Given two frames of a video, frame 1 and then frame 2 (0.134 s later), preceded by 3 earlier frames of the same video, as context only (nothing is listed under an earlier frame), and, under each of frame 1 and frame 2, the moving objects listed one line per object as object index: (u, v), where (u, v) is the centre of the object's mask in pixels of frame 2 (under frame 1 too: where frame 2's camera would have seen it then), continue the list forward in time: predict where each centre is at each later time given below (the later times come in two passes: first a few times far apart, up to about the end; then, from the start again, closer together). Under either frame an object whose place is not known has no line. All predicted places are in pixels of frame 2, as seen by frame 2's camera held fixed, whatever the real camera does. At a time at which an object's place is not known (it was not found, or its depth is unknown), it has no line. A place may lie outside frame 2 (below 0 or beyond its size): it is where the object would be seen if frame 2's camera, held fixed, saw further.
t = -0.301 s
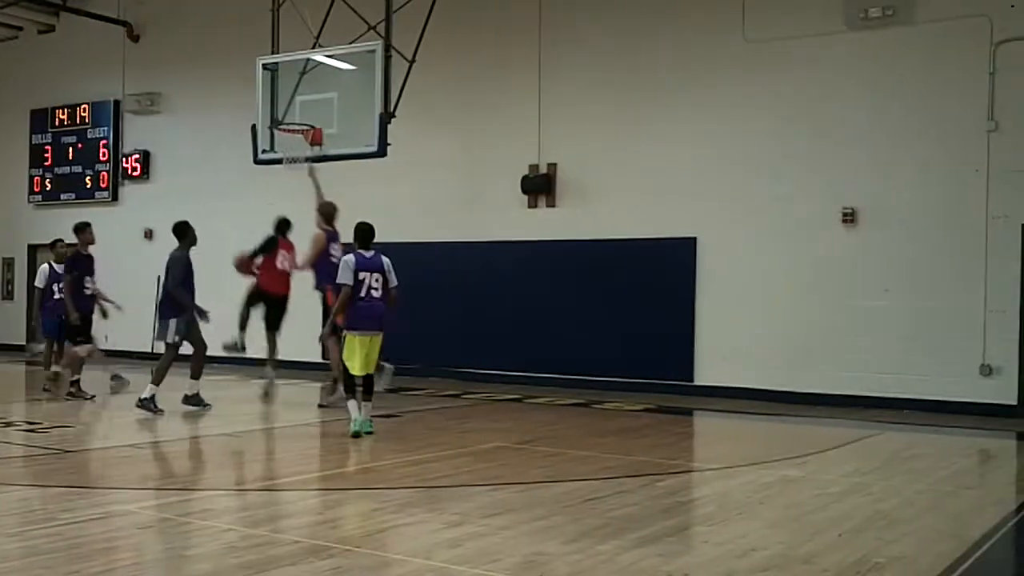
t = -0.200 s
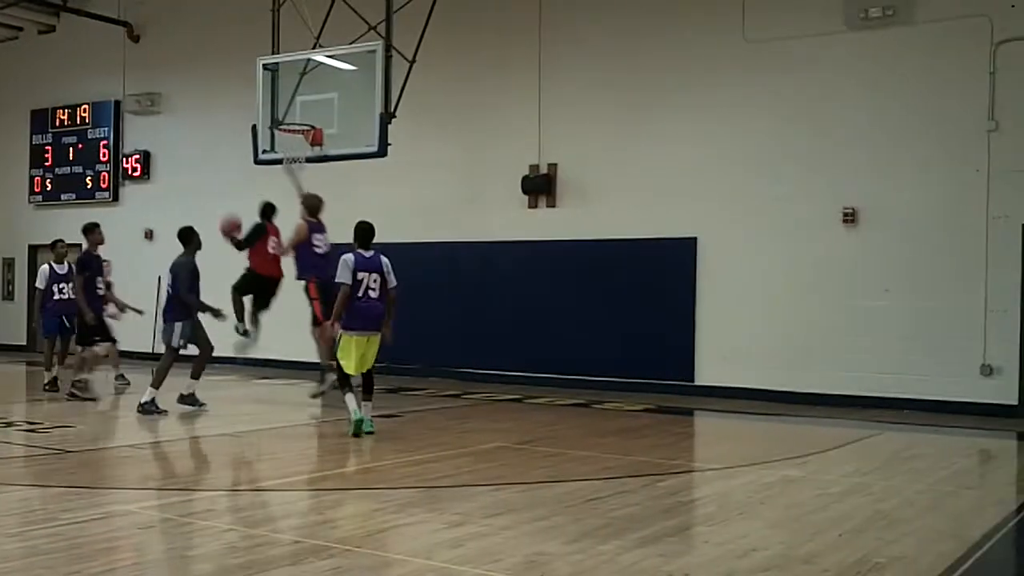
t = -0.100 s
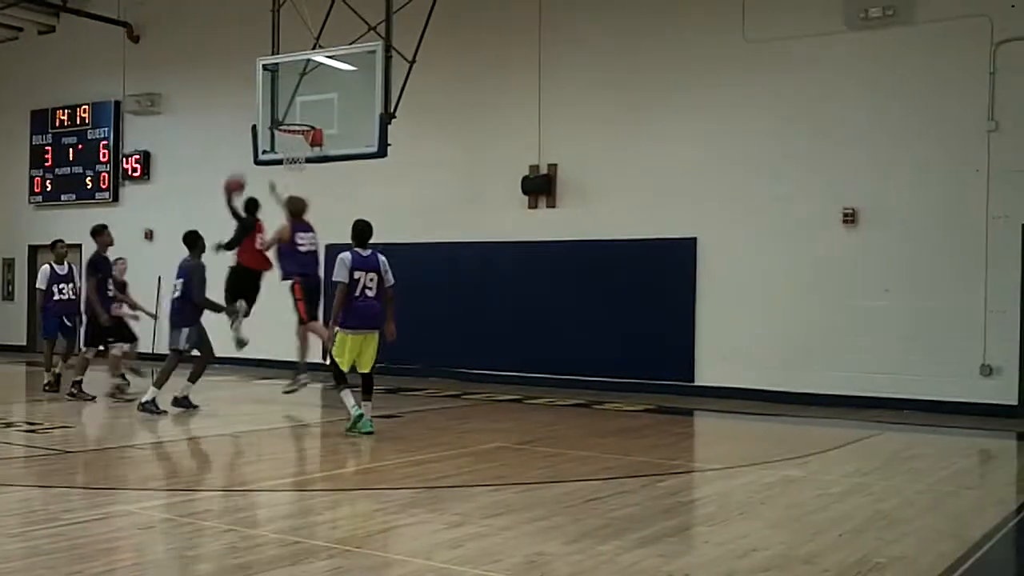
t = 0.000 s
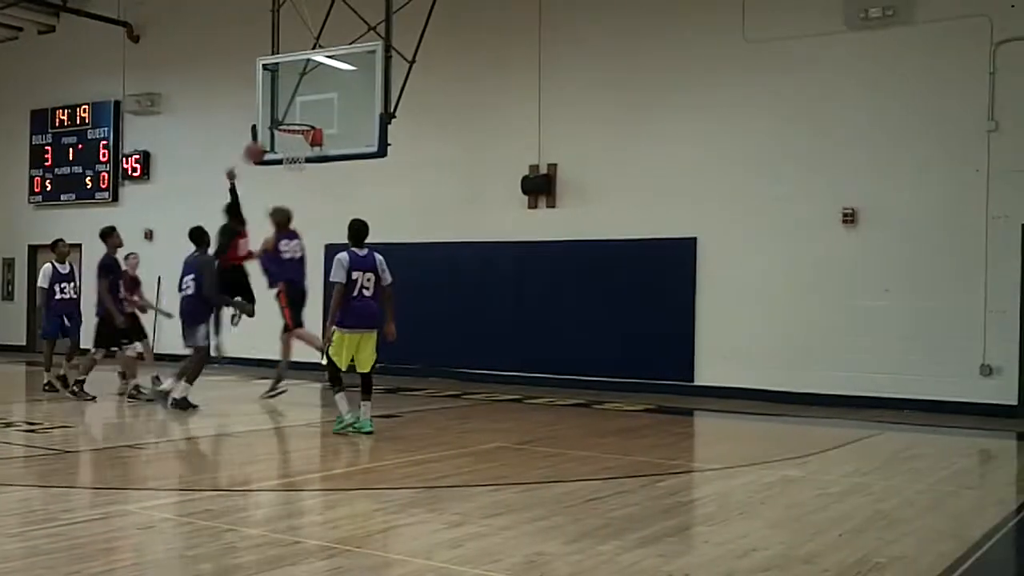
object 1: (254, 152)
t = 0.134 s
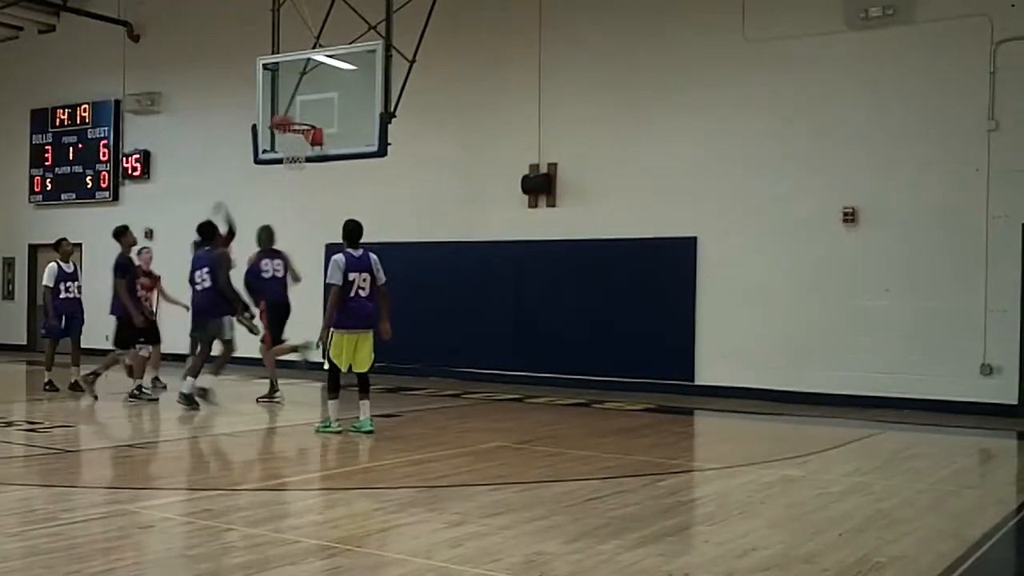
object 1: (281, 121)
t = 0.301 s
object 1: (286, 114)
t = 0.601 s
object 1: (299, 146)
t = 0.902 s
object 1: (300, 168)
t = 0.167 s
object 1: (285, 119)
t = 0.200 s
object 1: (285, 116)
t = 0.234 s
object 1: (286, 115)
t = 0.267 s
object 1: (286, 114)
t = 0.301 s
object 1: (286, 114)
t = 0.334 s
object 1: (286, 114)
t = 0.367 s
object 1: (288, 114)
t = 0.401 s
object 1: (288, 116)
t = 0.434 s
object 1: (289, 119)
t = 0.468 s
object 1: (291, 123)
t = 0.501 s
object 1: (294, 126)
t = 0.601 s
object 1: (299, 146)
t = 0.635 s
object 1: (301, 148)
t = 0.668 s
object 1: (301, 149)
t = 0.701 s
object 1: (302, 150)
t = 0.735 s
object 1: (302, 152)
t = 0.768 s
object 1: (302, 152)
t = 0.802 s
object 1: (302, 157)
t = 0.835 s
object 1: (302, 160)
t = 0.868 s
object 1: (301, 165)
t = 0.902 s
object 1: (300, 168)
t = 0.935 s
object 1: (299, 172)
